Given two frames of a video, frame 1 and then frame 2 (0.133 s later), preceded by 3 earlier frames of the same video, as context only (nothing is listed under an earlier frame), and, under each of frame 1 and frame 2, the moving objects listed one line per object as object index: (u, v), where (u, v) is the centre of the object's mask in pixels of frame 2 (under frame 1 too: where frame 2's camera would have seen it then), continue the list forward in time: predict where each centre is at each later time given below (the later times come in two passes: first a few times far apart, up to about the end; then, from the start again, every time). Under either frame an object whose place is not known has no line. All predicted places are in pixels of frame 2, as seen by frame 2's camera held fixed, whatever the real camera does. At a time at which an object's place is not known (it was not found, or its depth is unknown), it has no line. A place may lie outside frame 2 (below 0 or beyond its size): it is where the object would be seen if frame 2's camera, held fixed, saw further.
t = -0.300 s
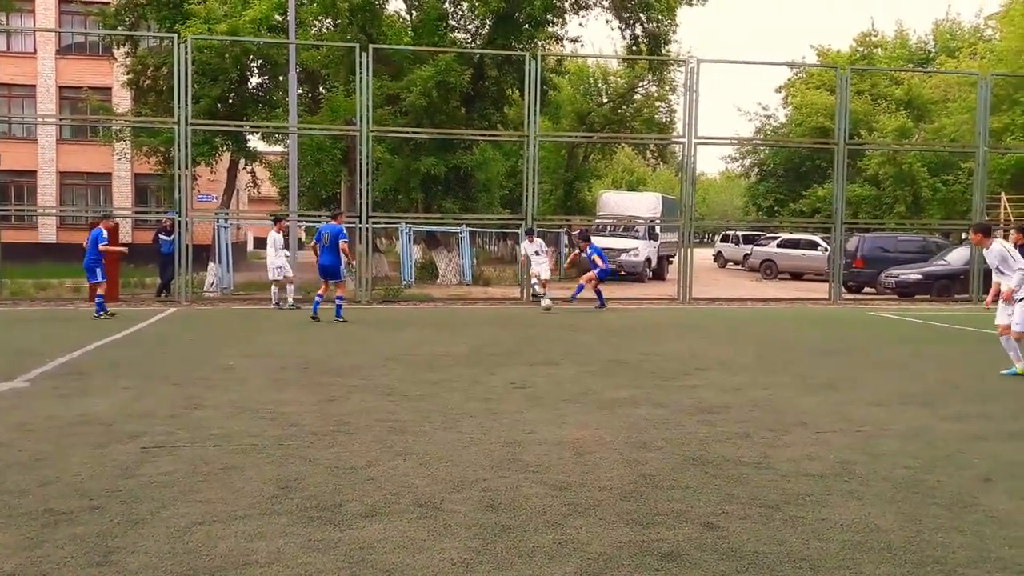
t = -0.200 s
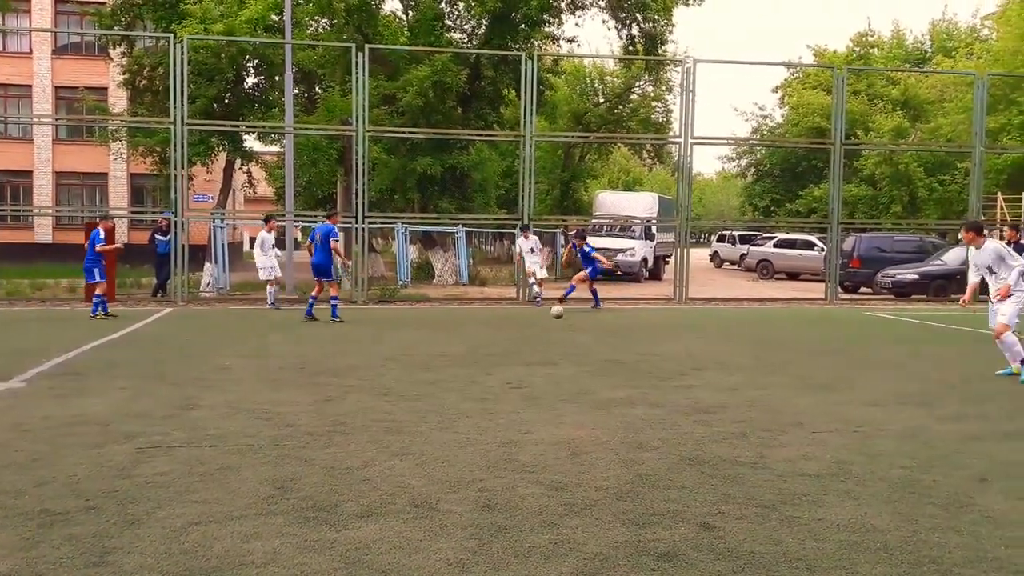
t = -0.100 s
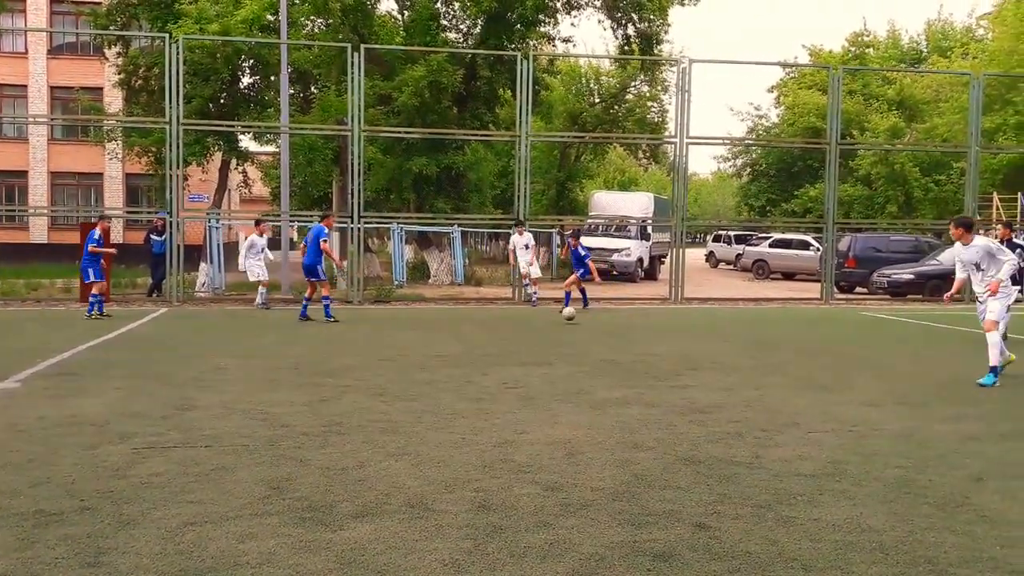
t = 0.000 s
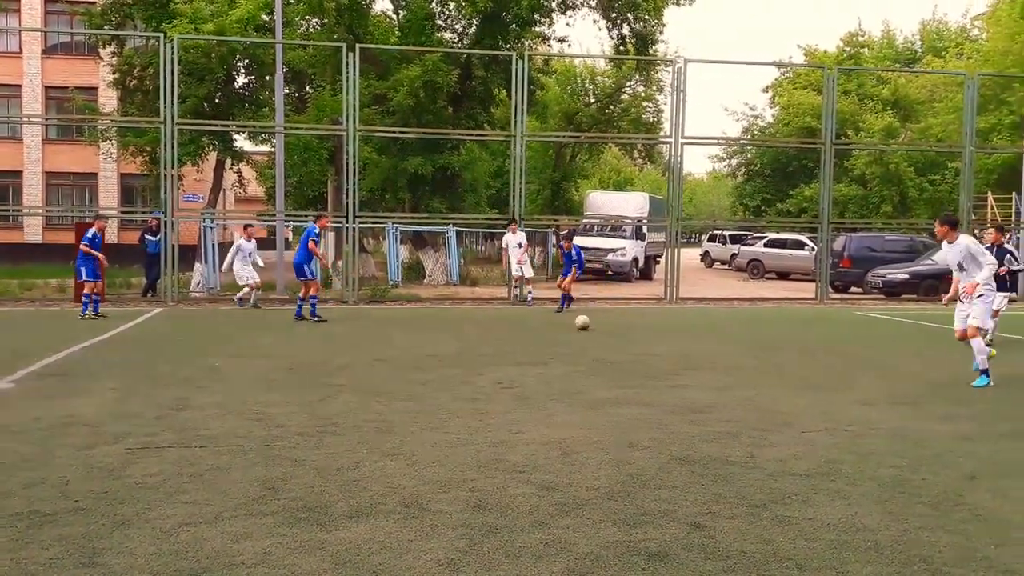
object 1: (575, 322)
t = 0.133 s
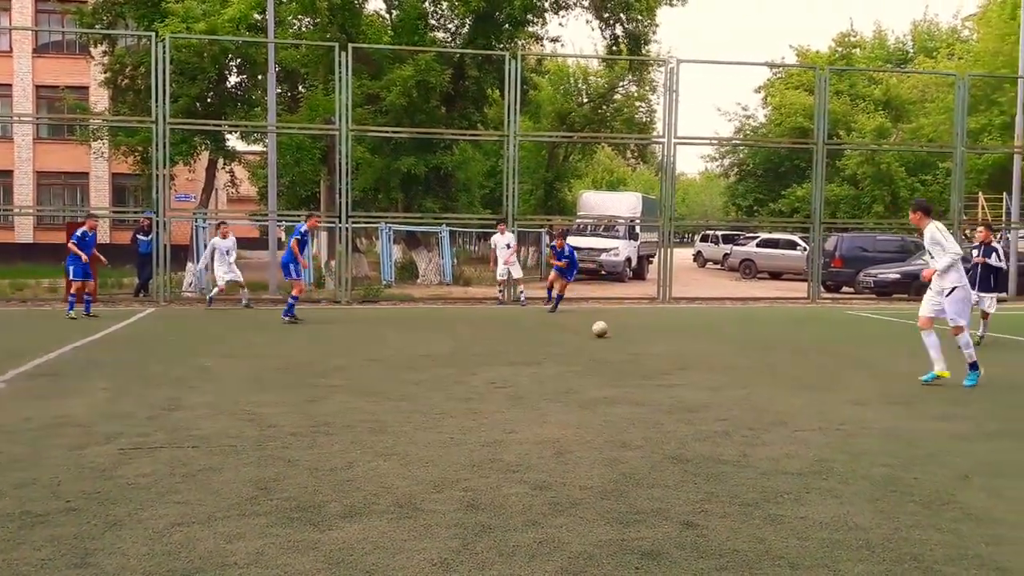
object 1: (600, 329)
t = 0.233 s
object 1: (619, 333)
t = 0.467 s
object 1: (666, 345)
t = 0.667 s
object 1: (712, 359)
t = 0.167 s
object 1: (607, 331)
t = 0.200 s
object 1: (612, 332)
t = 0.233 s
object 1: (619, 333)
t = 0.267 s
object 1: (625, 334)
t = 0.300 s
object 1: (632, 337)
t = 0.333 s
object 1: (640, 341)
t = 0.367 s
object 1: (646, 341)
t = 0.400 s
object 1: (653, 341)
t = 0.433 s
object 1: (659, 343)
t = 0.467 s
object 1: (666, 345)
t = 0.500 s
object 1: (673, 348)
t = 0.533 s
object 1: (680, 353)
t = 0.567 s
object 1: (687, 354)
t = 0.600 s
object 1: (695, 354)
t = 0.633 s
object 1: (704, 356)
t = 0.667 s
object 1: (712, 359)
